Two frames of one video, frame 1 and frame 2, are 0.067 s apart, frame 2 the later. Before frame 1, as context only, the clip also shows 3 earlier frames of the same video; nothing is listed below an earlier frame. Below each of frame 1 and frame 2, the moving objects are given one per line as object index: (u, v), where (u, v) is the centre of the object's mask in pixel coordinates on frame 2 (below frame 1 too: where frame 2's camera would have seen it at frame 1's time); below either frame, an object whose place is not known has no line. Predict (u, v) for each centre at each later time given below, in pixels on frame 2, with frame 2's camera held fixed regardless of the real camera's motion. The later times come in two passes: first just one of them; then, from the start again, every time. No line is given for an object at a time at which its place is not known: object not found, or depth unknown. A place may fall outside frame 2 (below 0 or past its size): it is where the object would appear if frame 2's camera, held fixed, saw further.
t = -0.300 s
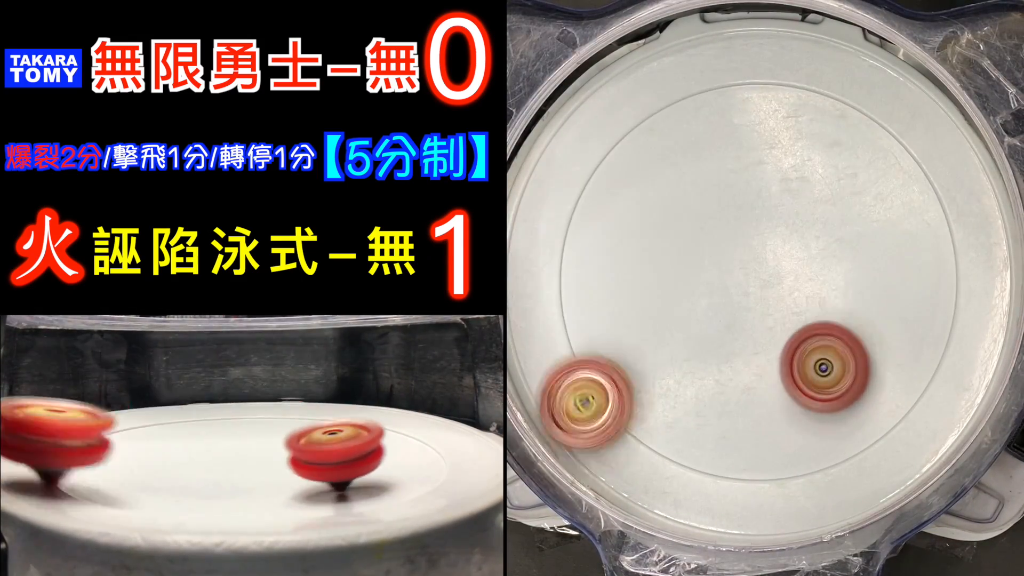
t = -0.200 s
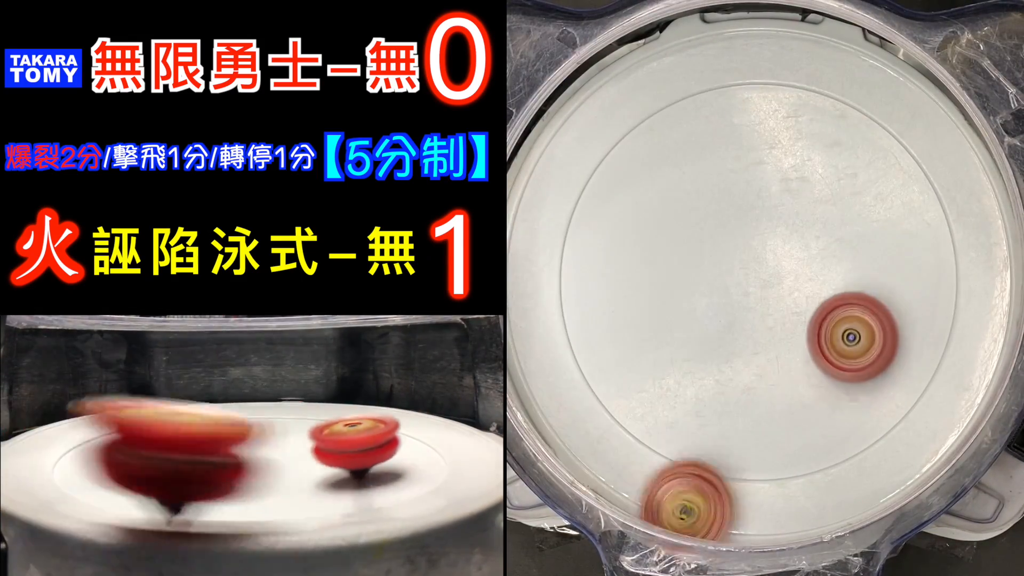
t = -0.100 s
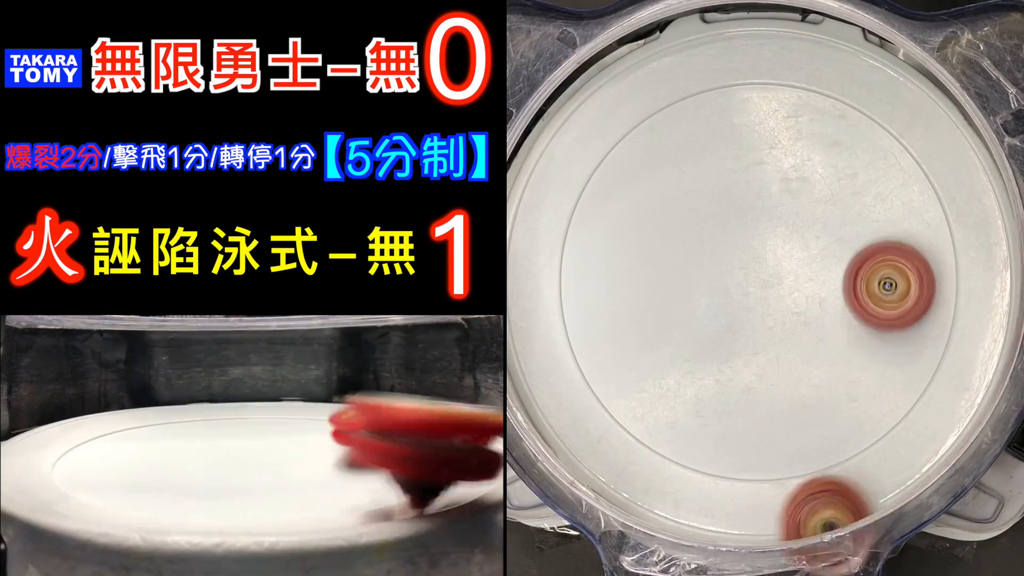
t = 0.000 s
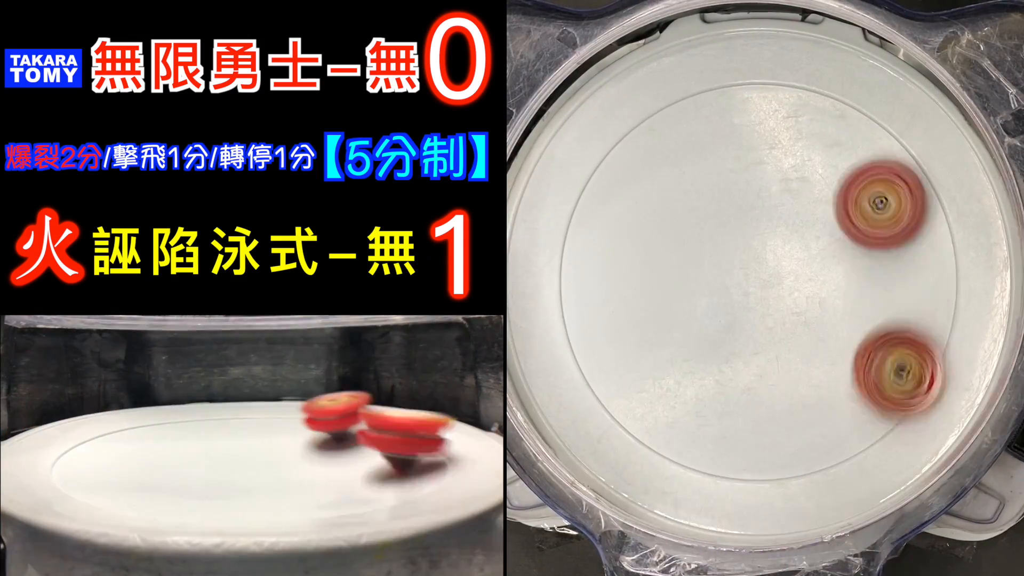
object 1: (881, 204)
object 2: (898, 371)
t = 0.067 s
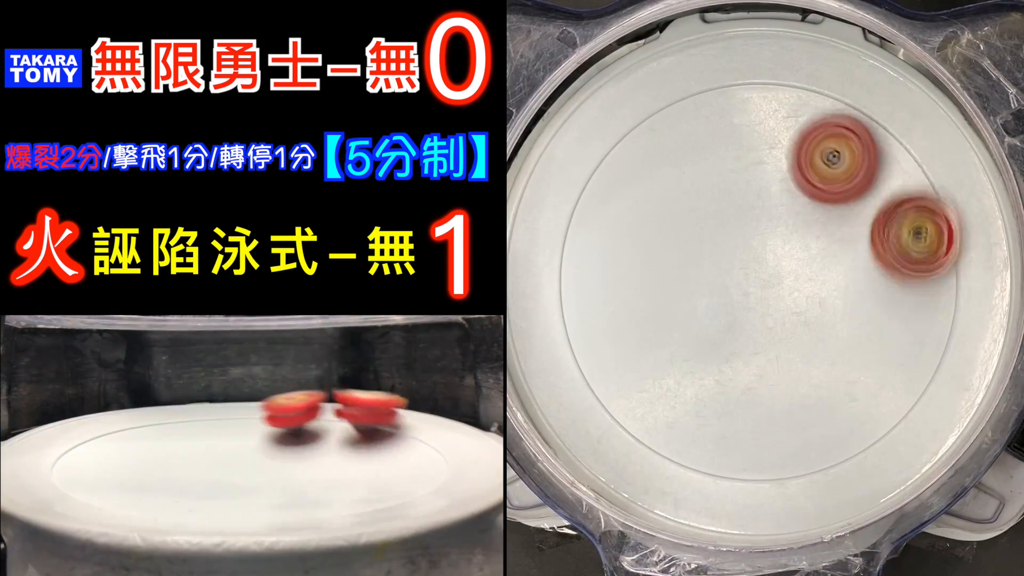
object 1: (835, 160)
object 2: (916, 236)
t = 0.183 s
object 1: (710, 137)
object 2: (822, 66)
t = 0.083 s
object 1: (819, 151)
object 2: (915, 200)
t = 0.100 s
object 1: (803, 144)
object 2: (912, 166)
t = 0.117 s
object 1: (786, 140)
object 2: (907, 132)
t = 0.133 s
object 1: (767, 136)
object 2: (896, 103)
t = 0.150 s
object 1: (748, 135)
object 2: (877, 78)
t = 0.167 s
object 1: (729, 135)
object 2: (851, 70)
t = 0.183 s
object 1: (710, 137)
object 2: (822, 66)
